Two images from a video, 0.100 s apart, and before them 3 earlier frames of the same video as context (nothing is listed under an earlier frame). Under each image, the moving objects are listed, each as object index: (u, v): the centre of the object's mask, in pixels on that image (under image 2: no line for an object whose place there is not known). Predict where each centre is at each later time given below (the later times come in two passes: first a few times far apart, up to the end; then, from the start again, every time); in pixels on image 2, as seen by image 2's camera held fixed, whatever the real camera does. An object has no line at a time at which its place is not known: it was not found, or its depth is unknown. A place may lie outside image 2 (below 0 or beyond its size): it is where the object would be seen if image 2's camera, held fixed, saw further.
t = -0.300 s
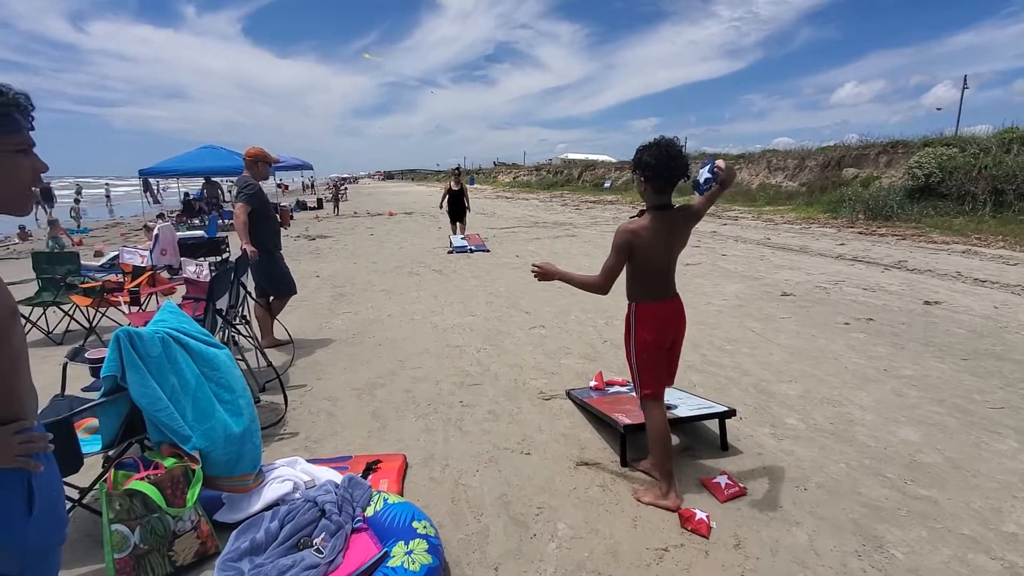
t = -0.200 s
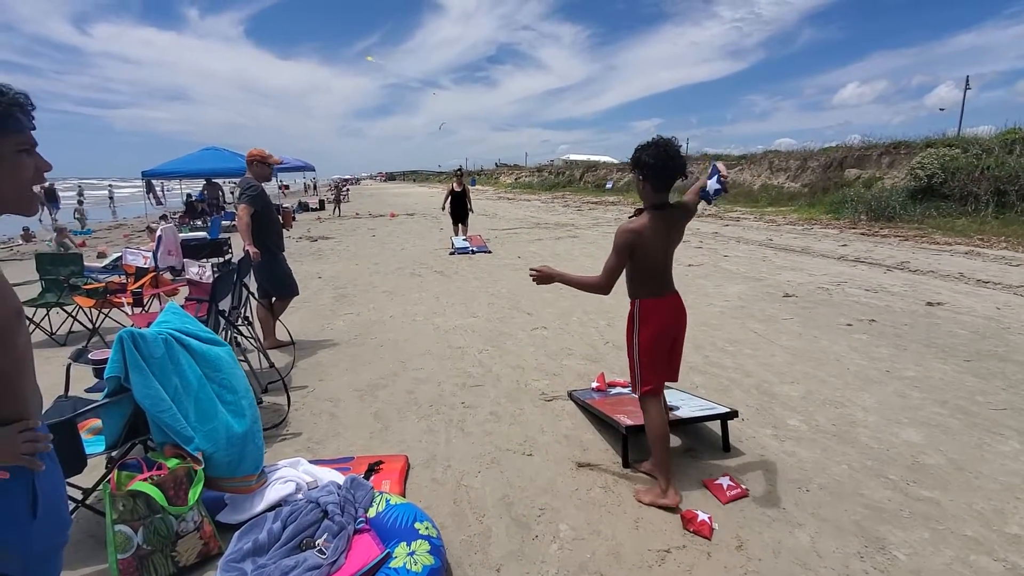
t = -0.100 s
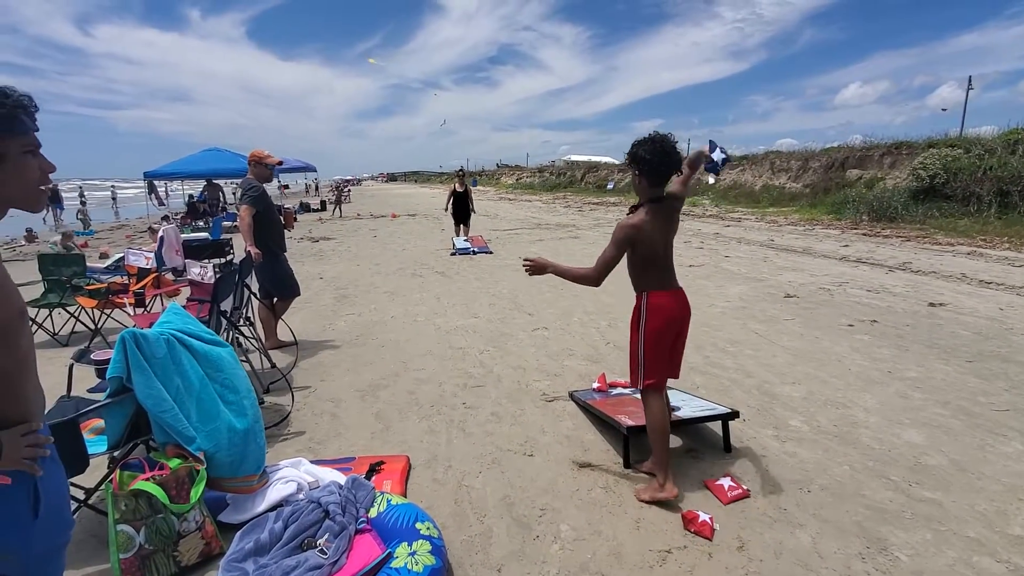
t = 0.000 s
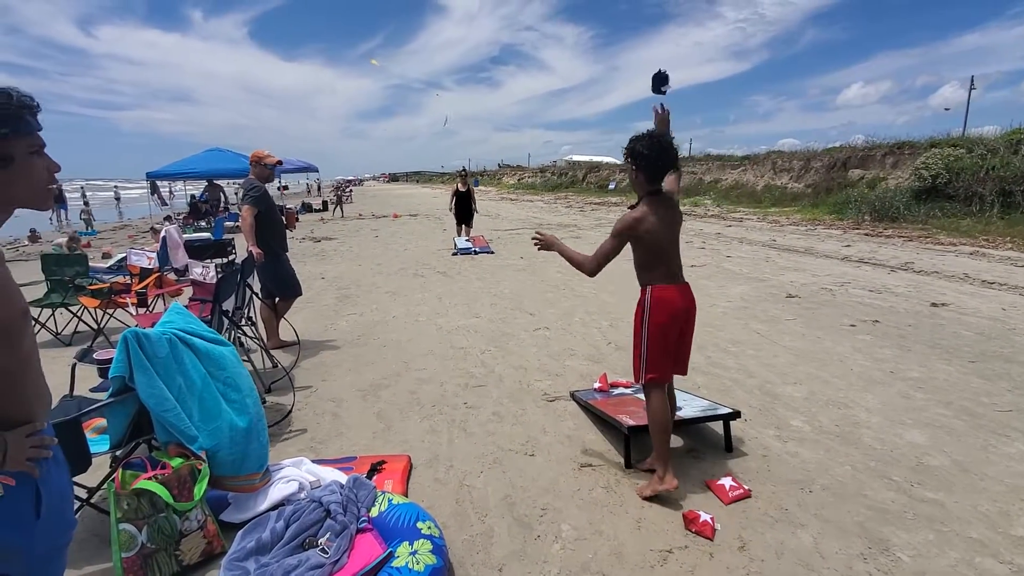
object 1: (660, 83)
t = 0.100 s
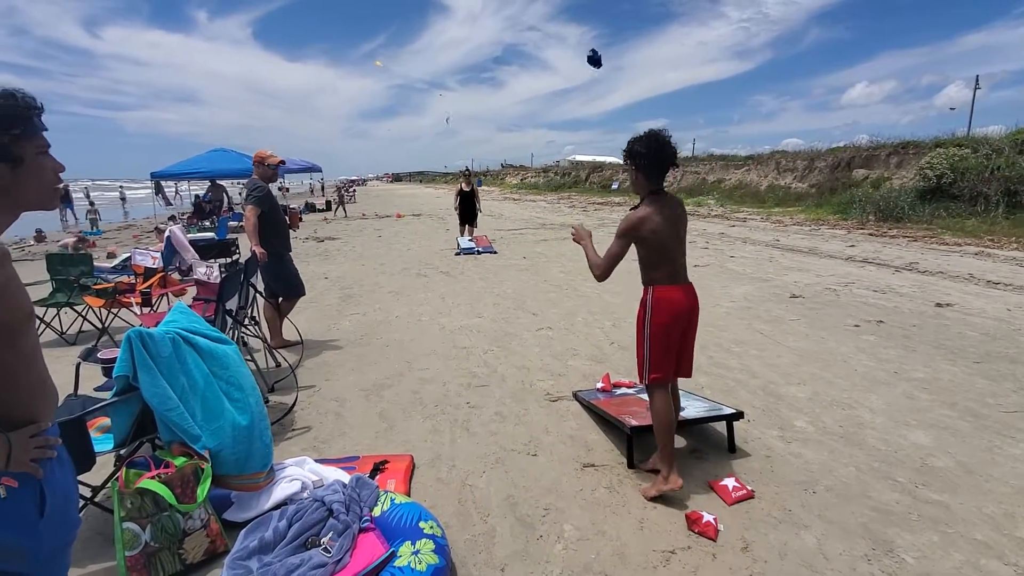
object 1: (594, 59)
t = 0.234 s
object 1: (538, 61)
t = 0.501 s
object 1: (482, 107)
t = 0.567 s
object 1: (473, 123)
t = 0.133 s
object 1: (577, 57)
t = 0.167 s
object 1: (562, 56)
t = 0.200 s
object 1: (549, 58)
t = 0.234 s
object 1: (538, 61)
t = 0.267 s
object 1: (528, 64)
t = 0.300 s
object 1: (519, 67)
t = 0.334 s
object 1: (511, 73)
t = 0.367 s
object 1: (504, 79)
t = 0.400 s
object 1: (498, 86)
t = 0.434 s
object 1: (492, 93)
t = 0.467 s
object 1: (486, 100)
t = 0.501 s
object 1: (482, 107)
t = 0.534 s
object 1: (477, 115)
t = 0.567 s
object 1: (473, 123)
